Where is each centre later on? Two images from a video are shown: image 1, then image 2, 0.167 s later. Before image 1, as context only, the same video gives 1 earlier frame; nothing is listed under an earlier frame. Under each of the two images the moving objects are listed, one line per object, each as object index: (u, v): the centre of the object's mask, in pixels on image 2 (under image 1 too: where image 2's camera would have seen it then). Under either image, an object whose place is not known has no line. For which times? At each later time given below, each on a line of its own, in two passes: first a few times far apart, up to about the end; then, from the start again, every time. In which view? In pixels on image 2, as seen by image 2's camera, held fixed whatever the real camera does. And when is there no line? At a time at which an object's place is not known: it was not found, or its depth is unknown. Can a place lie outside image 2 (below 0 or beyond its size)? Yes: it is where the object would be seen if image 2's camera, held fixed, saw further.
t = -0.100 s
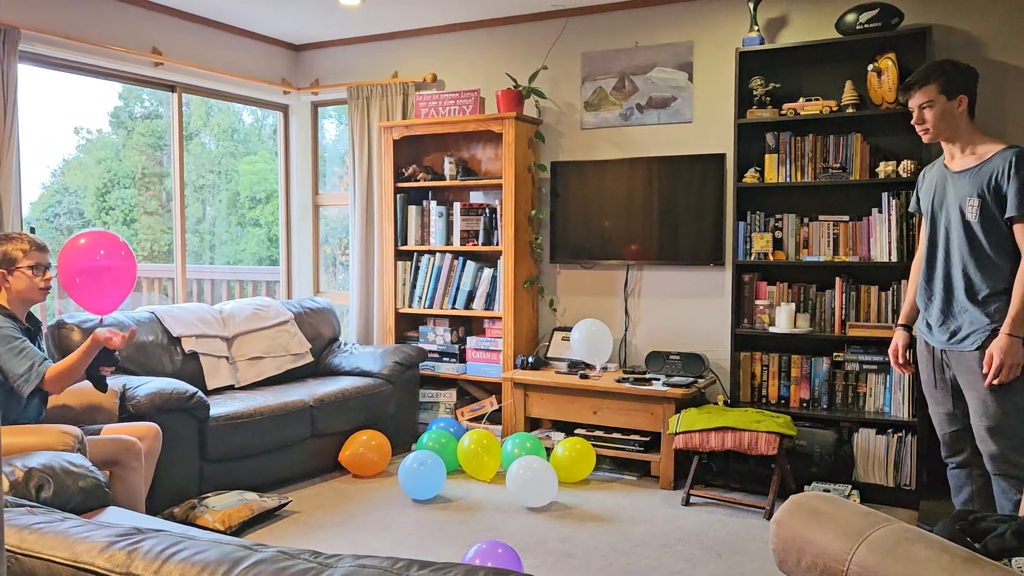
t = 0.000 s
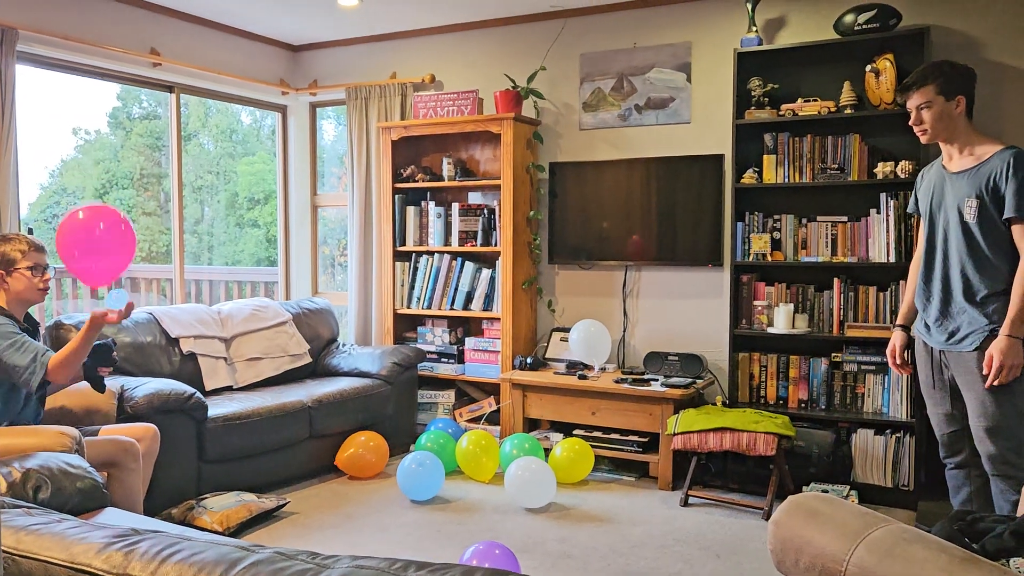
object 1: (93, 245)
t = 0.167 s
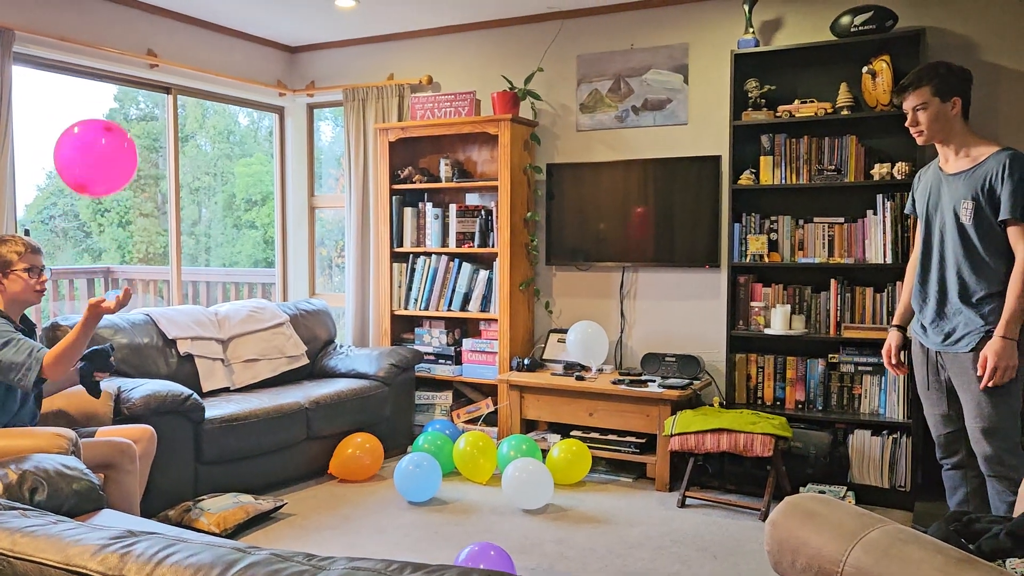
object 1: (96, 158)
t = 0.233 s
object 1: (98, 129)
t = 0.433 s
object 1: (108, 66)
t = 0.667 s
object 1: (124, 34)
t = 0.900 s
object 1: (138, 36)
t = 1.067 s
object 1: (148, 56)
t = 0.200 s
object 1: (97, 143)
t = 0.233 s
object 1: (98, 129)
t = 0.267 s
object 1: (100, 116)
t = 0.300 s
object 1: (101, 104)
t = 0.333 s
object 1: (103, 93)
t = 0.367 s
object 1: (105, 83)
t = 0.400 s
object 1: (106, 74)
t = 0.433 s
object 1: (108, 66)
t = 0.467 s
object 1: (110, 59)
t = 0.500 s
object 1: (112, 52)
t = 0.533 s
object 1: (114, 47)
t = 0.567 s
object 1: (117, 42)
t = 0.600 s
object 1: (119, 38)
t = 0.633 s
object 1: (121, 36)
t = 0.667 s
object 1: (124, 34)
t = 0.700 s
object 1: (126, 32)
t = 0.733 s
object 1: (128, 31)
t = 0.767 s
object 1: (130, 31)
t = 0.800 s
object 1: (132, 31)
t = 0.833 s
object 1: (134, 33)
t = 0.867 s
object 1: (136, 34)
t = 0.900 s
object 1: (138, 36)
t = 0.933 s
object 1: (140, 39)
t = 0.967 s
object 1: (142, 42)
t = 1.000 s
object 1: (144, 46)
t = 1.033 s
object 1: (146, 51)
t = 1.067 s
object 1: (148, 56)
